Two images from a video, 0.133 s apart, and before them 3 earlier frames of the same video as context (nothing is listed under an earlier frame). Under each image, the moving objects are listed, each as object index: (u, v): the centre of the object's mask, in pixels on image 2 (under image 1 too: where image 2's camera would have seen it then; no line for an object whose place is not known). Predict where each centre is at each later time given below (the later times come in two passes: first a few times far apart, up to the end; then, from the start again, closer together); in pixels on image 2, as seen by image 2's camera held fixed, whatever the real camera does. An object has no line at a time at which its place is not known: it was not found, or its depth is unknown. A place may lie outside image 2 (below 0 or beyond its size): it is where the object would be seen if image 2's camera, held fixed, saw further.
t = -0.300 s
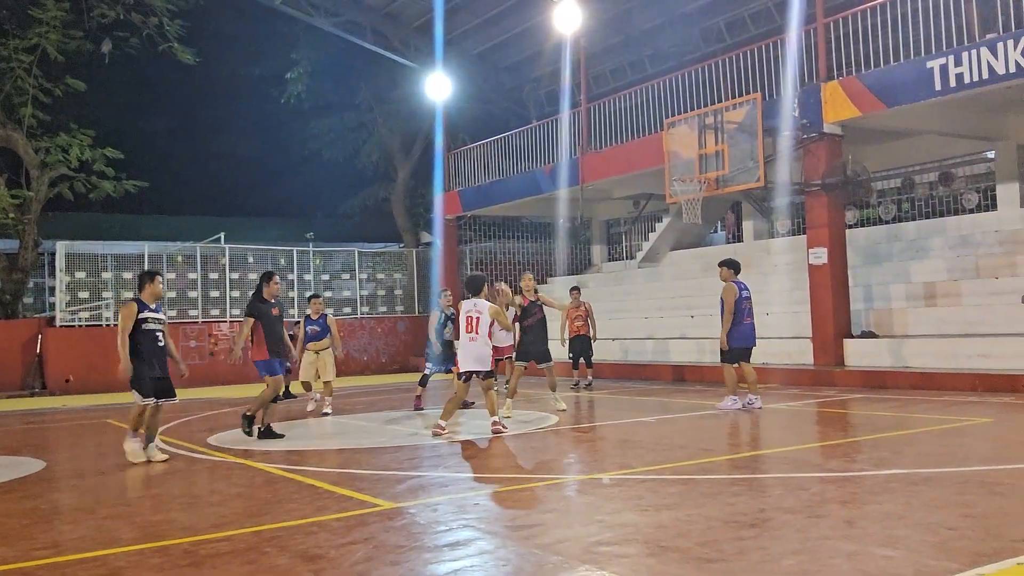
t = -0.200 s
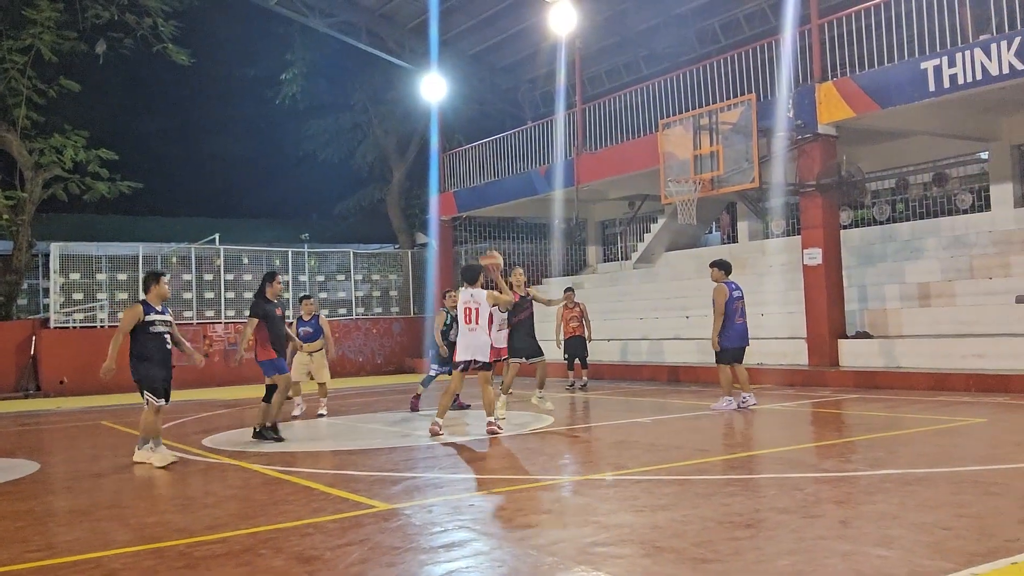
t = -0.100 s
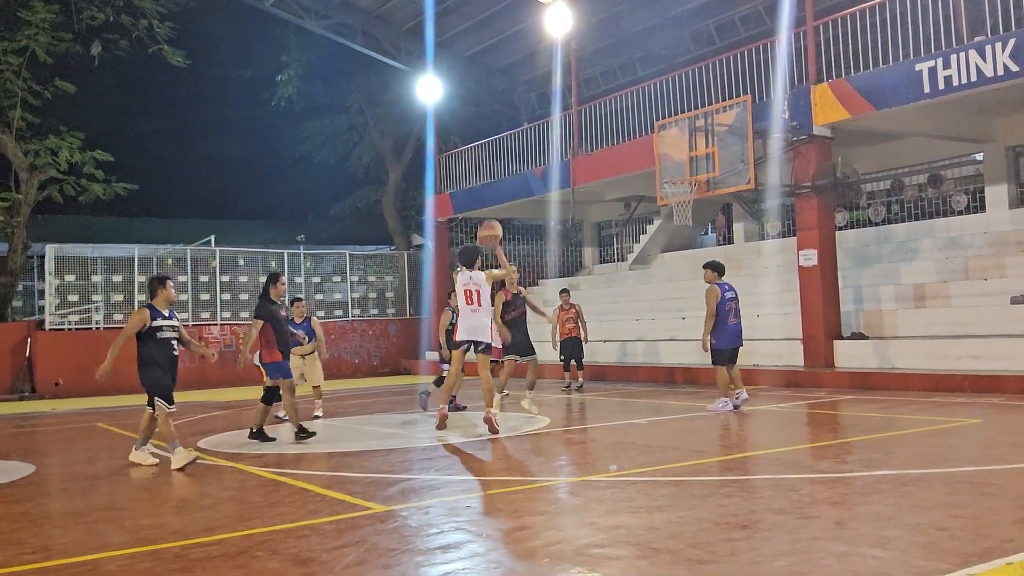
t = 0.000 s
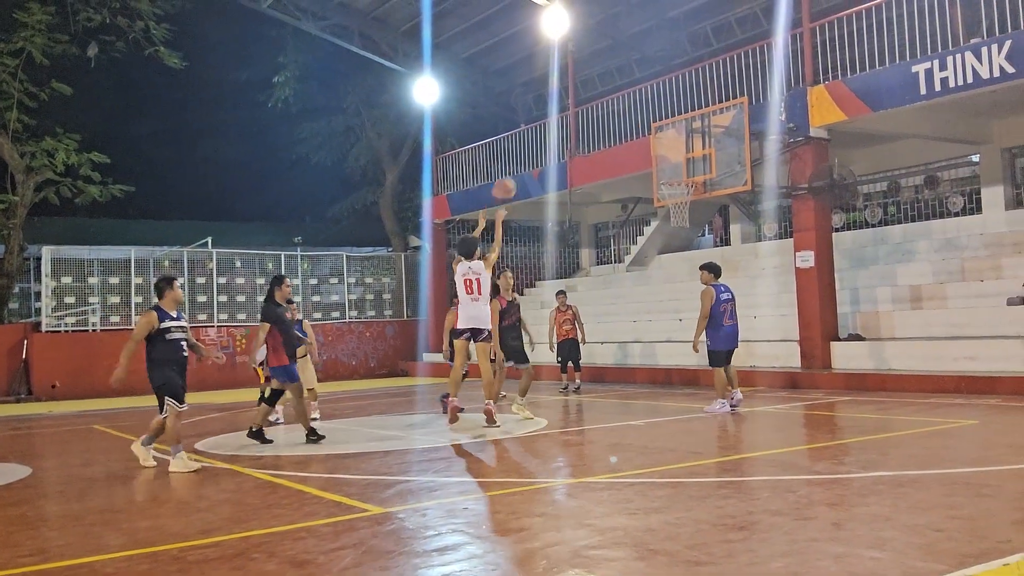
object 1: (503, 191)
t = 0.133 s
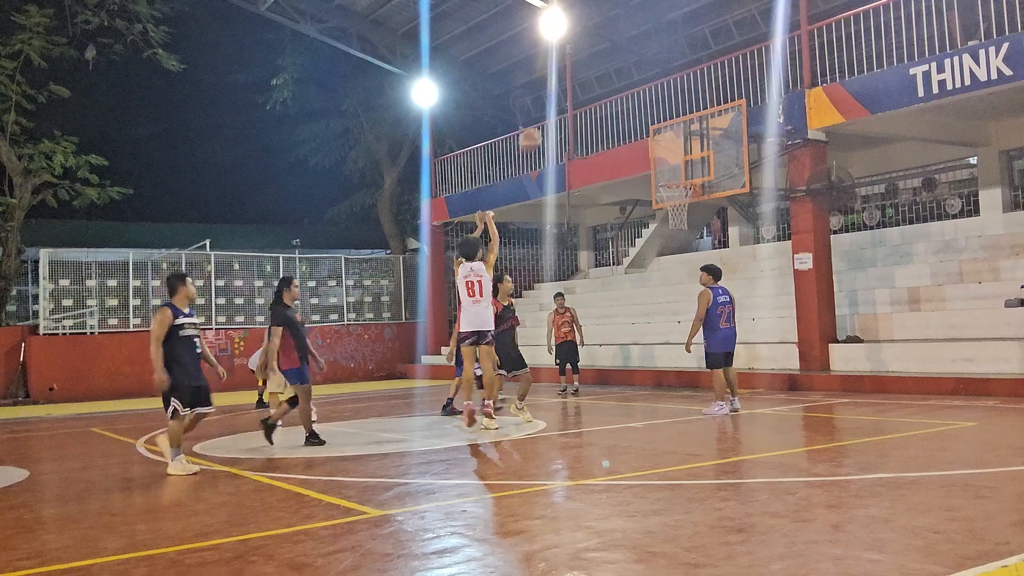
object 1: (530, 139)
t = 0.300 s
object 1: (564, 101)
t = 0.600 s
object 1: (615, 94)
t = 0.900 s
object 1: (663, 154)
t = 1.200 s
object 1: (689, 227)
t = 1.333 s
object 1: (694, 261)
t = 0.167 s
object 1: (537, 129)
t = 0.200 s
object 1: (541, 120)
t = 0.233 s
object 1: (549, 113)
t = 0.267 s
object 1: (556, 107)
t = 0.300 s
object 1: (564, 101)
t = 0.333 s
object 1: (569, 96)
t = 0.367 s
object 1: (575, 94)
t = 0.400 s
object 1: (581, 91)
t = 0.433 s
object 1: (586, 89)
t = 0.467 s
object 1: (592, 89)
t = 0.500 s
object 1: (598, 89)
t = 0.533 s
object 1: (604, 90)
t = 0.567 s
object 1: (610, 92)
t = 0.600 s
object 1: (615, 94)
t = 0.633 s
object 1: (620, 98)
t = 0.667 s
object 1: (626, 102)
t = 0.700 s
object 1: (632, 108)
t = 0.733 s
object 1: (637, 113)
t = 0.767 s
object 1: (642, 120)
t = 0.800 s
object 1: (648, 128)
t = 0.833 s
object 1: (653, 135)
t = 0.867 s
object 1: (657, 144)
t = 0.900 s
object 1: (663, 154)
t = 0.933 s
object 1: (668, 164)
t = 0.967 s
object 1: (672, 176)
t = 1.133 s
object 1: (688, 214)
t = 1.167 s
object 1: (687, 220)
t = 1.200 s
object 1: (689, 227)
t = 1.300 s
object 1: (692, 250)
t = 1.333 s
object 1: (694, 261)
